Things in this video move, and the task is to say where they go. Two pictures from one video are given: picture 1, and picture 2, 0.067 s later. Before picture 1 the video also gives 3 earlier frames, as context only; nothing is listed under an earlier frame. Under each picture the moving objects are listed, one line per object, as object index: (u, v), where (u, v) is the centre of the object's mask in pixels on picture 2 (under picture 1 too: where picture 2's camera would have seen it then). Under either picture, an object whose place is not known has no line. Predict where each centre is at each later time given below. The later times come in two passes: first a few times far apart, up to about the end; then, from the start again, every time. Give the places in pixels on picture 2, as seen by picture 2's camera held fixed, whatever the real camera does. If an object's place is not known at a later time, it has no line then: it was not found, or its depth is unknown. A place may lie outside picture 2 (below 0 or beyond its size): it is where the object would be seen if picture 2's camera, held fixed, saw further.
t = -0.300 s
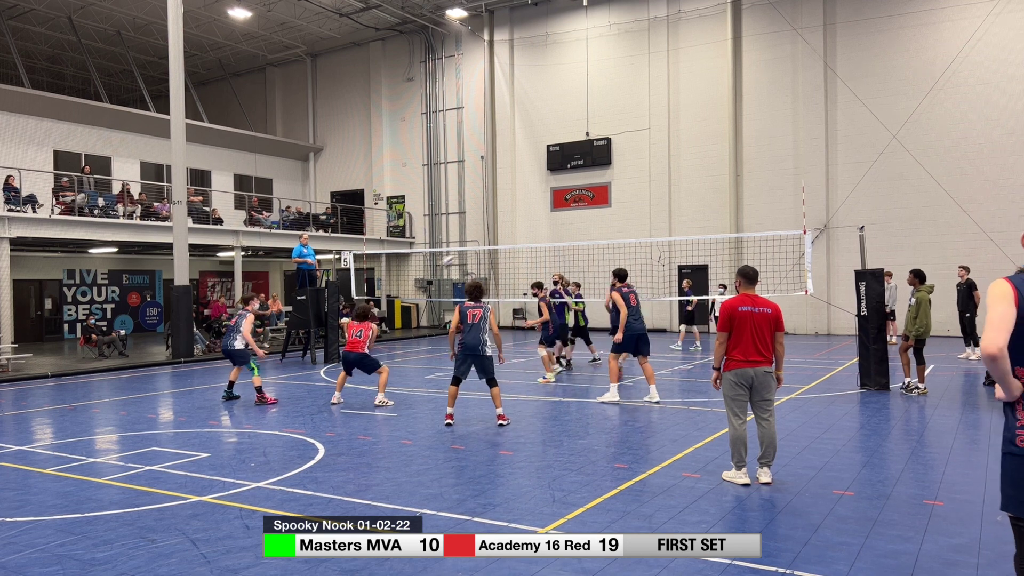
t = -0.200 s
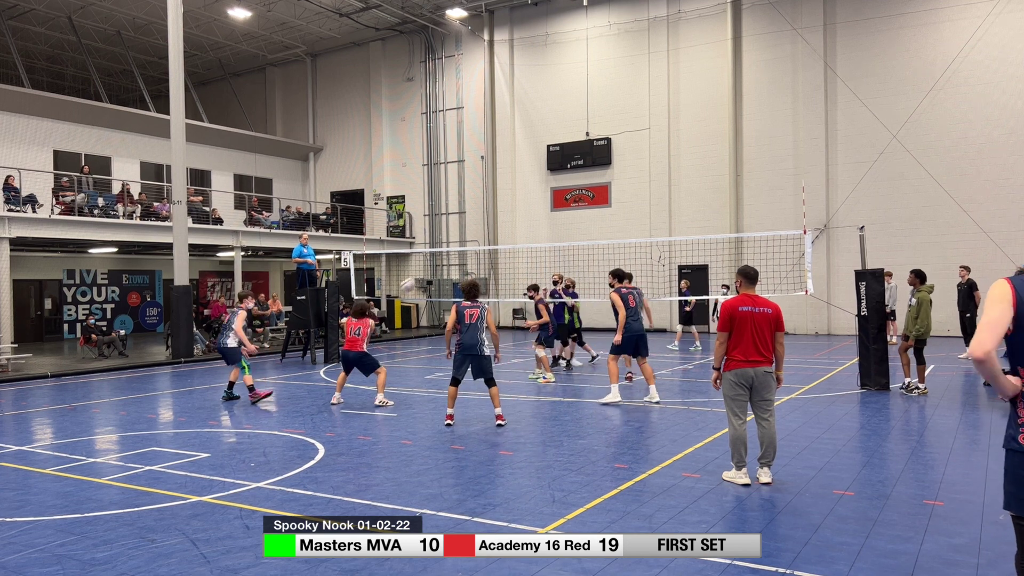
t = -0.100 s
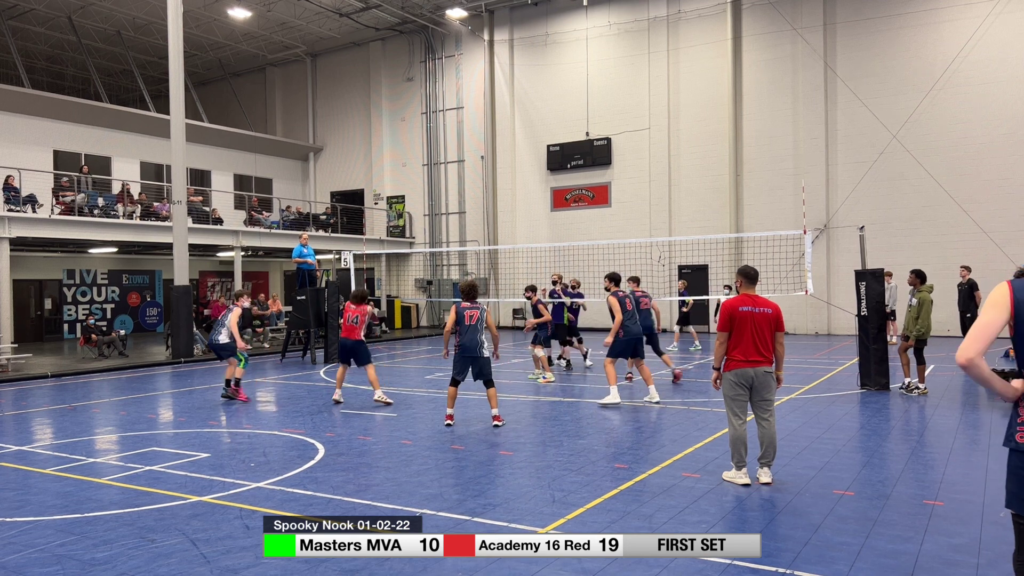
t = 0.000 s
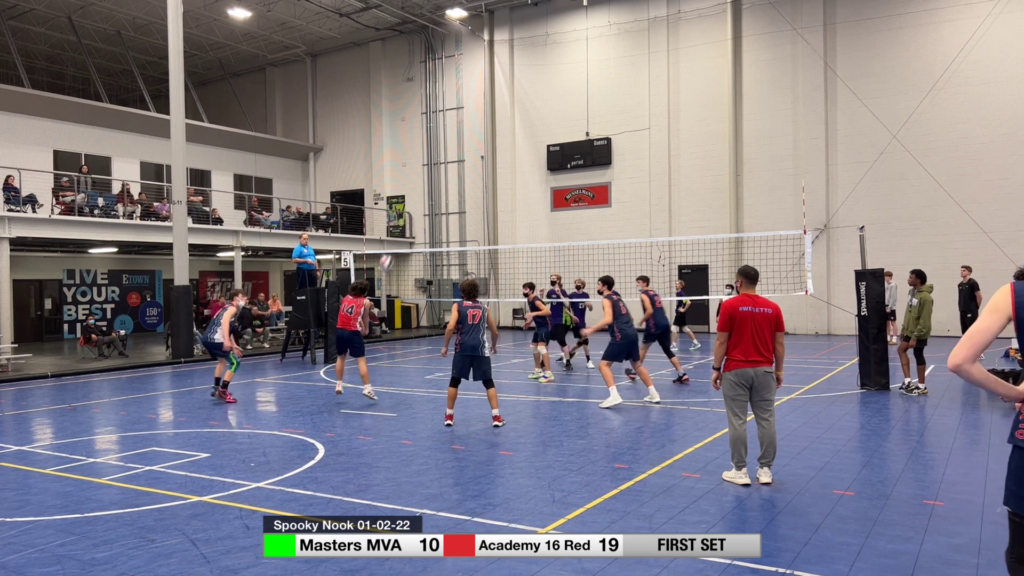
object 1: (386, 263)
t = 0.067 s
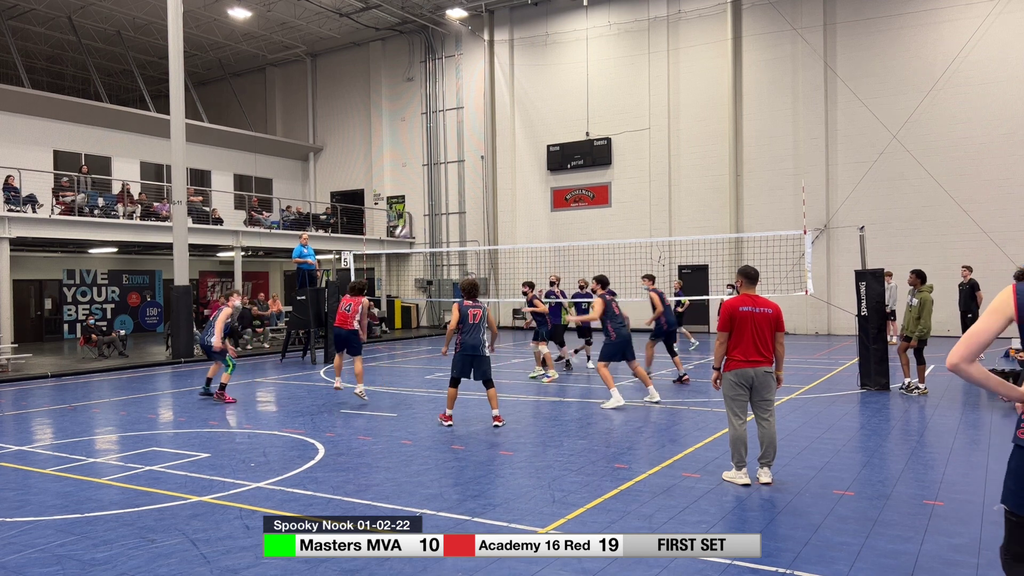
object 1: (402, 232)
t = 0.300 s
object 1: (453, 151)
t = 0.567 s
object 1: (506, 105)
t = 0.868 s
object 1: (559, 104)
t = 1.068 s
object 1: (591, 130)
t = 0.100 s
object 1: (410, 218)
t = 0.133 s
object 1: (416, 205)
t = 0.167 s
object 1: (424, 193)
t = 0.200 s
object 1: (432, 181)
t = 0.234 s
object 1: (439, 170)
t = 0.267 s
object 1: (446, 160)
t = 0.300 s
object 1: (453, 151)
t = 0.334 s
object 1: (460, 143)
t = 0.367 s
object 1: (467, 135)
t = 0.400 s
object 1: (473, 129)
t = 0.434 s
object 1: (480, 122)
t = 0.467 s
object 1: (486, 117)
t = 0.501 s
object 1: (492, 112)
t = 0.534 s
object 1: (499, 108)
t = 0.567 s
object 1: (506, 105)
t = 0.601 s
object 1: (511, 102)
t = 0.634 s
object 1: (518, 100)
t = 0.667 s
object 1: (524, 99)
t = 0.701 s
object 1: (530, 98)
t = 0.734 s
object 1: (535, 98)
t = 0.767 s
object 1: (541, 98)
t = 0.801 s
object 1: (547, 100)
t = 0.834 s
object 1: (553, 101)
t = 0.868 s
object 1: (559, 104)
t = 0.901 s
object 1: (564, 107)
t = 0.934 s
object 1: (569, 110)
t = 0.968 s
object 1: (575, 114)
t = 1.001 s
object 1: (580, 119)
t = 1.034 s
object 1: (586, 124)
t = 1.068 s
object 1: (591, 130)
